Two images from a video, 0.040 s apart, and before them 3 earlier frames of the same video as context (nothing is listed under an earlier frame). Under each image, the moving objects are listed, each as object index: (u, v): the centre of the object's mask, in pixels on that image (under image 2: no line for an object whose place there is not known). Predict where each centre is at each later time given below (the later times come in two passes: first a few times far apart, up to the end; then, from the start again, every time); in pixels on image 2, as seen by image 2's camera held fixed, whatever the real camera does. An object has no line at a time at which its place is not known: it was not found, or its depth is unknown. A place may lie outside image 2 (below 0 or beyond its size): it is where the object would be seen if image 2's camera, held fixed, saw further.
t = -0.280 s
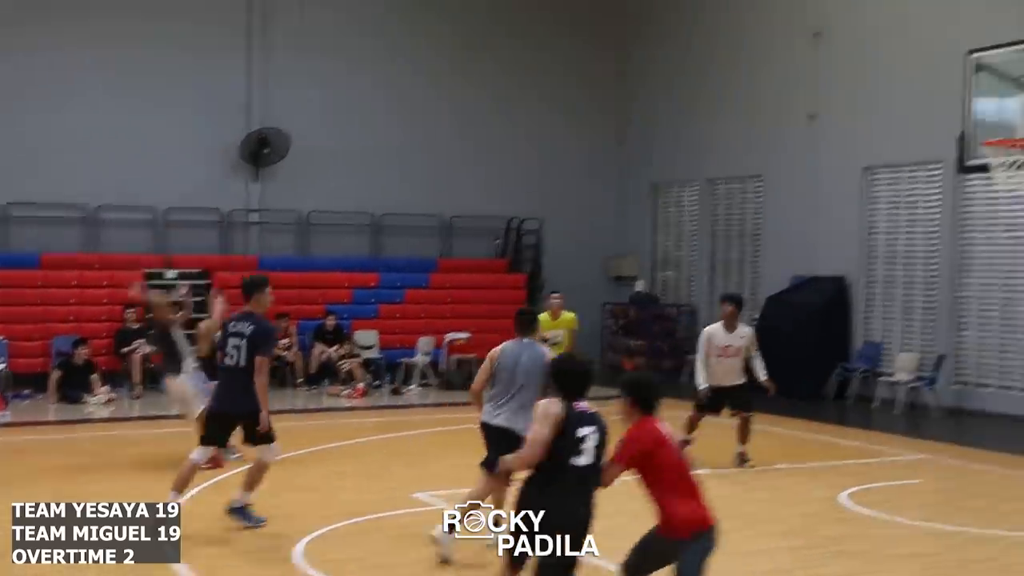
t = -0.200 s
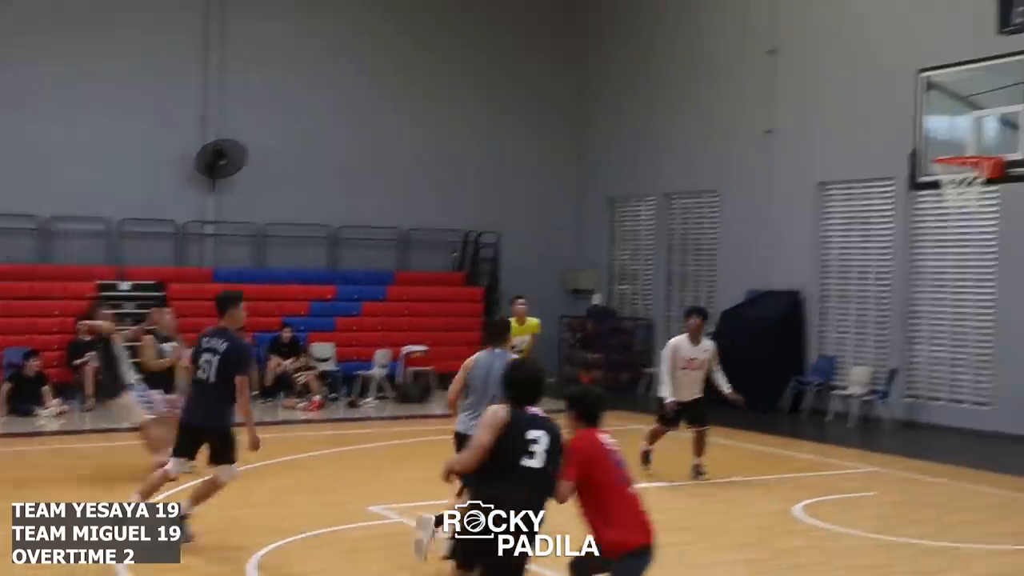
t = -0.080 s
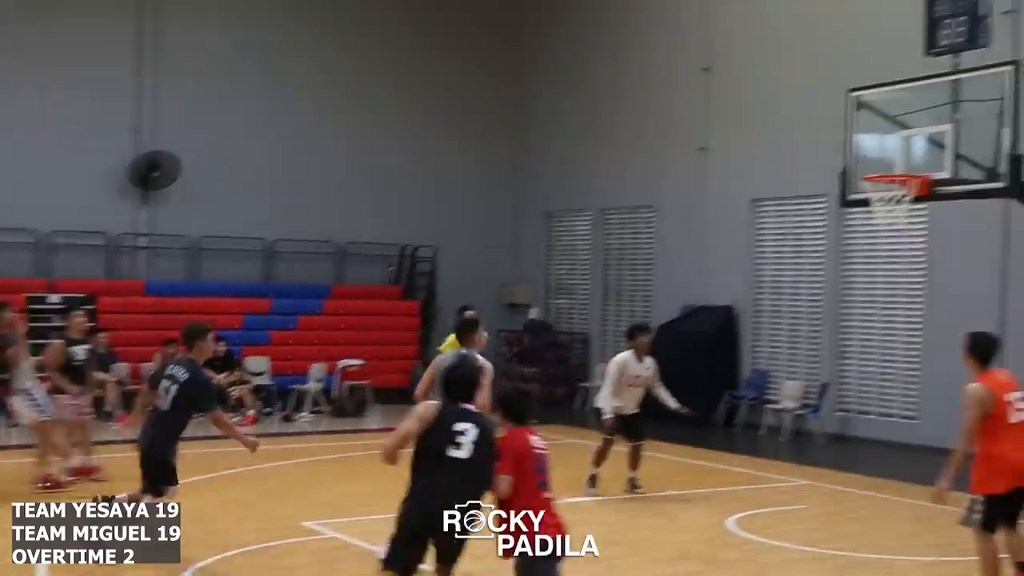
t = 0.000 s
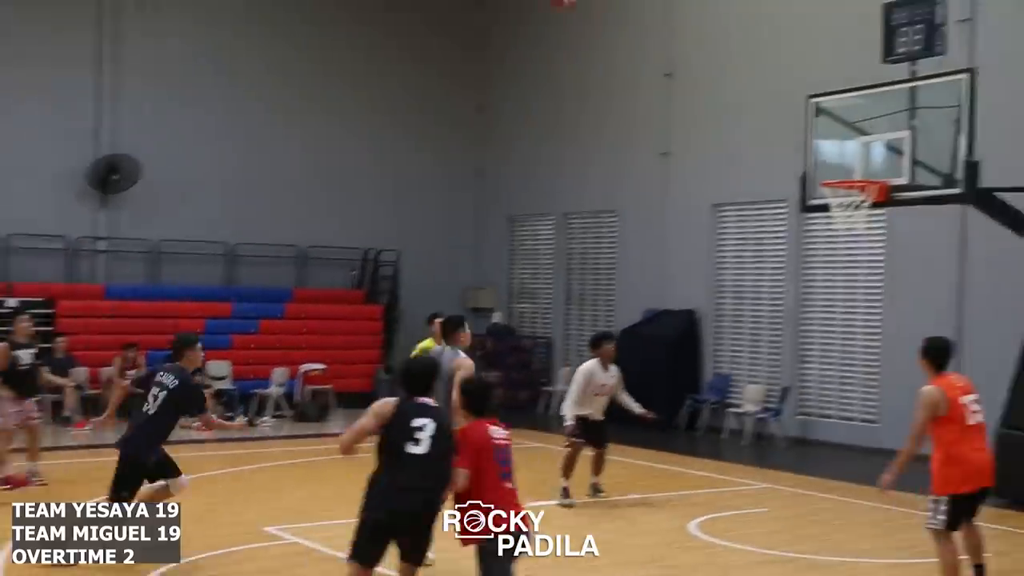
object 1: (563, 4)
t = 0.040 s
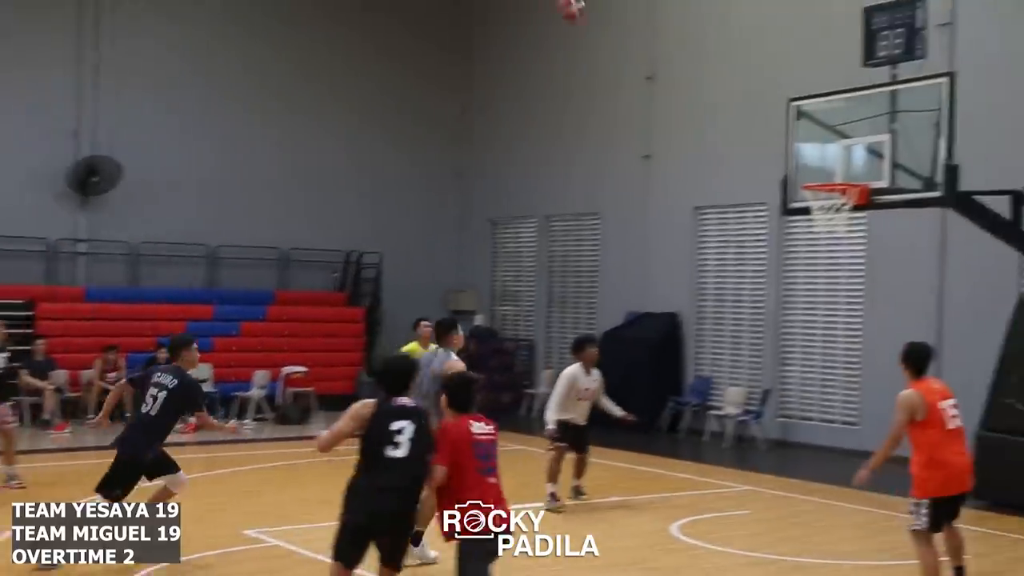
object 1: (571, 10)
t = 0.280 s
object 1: (720, 93)
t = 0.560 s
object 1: (778, 167)
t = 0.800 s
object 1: (661, 175)
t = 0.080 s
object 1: (595, 16)
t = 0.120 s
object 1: (620, 28)
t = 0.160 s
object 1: (645, 41)
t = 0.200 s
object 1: (670, 56)
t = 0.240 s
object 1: (695, 74)
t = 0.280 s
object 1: (720, 93)
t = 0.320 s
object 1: (744, 113)
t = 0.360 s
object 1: (770, 136)
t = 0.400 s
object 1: (795, 158)
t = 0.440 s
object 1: (819, 177)
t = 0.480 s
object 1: (819, 175)
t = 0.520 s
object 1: (799, 173)
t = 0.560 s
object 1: (778, 167)
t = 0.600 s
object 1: (759, 164)
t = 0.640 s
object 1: (740, 163)
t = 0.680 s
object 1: (719, 163)
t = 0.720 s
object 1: (699, 165)
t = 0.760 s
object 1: (680, 169)
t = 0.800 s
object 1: (661, 175)
